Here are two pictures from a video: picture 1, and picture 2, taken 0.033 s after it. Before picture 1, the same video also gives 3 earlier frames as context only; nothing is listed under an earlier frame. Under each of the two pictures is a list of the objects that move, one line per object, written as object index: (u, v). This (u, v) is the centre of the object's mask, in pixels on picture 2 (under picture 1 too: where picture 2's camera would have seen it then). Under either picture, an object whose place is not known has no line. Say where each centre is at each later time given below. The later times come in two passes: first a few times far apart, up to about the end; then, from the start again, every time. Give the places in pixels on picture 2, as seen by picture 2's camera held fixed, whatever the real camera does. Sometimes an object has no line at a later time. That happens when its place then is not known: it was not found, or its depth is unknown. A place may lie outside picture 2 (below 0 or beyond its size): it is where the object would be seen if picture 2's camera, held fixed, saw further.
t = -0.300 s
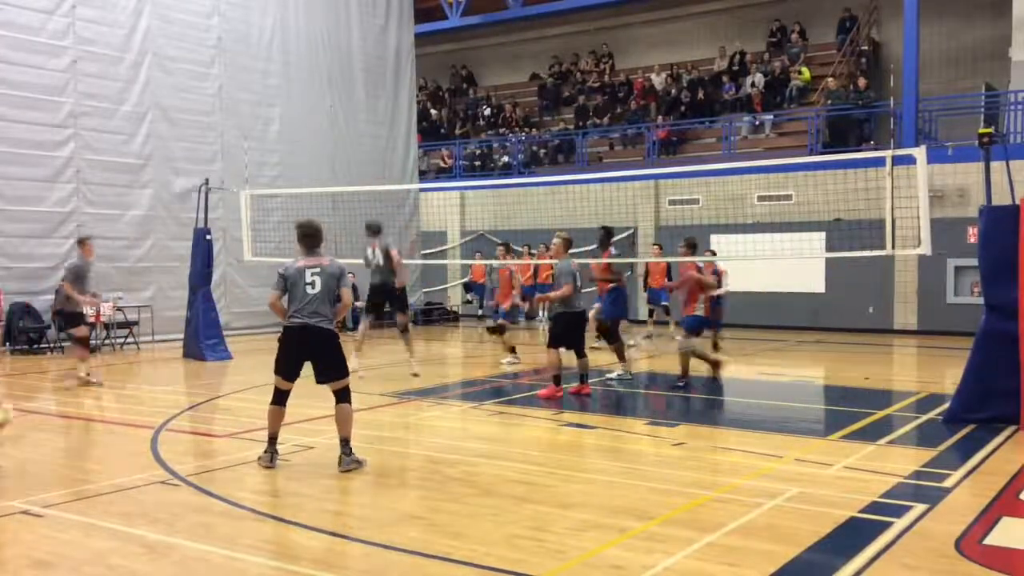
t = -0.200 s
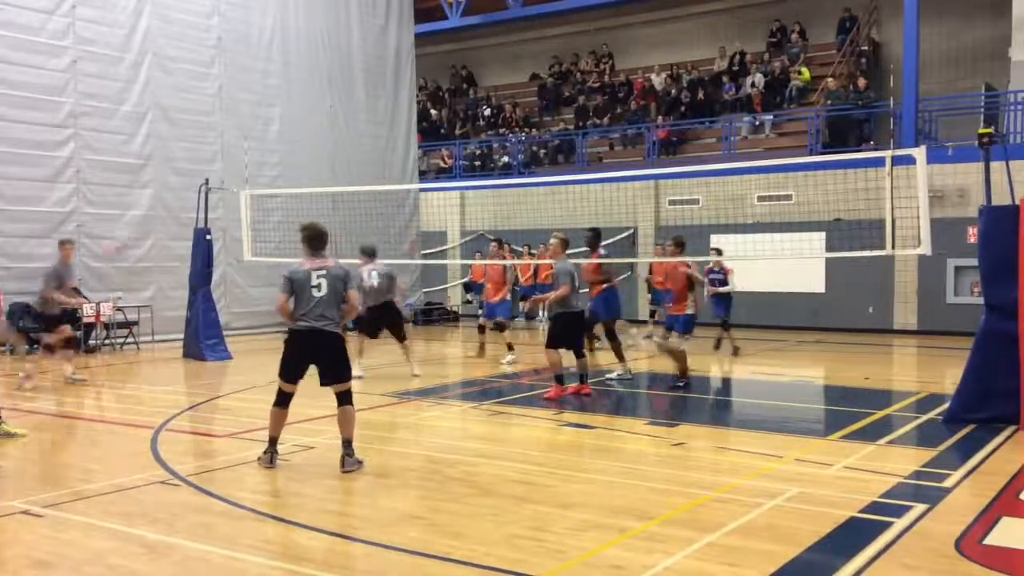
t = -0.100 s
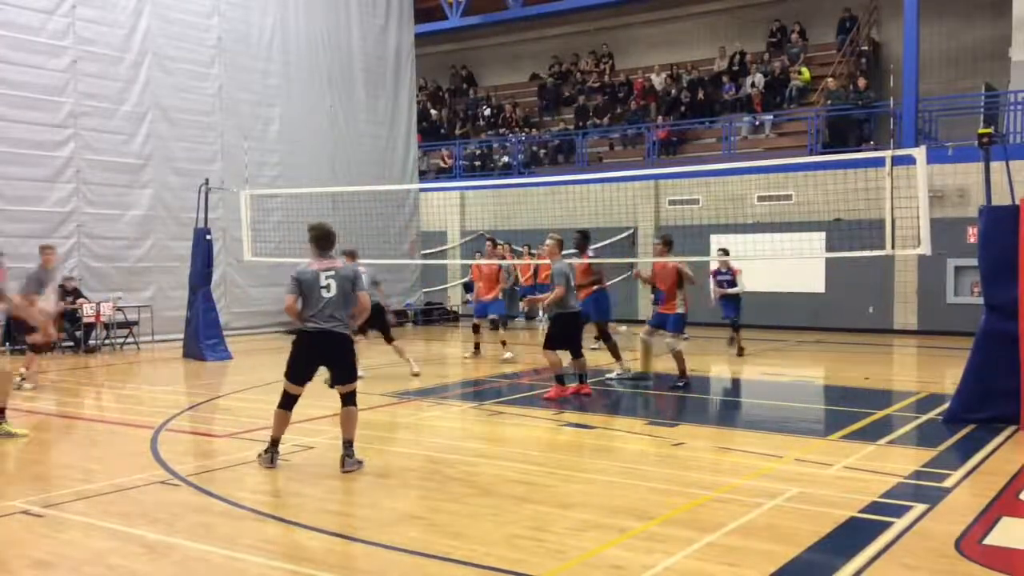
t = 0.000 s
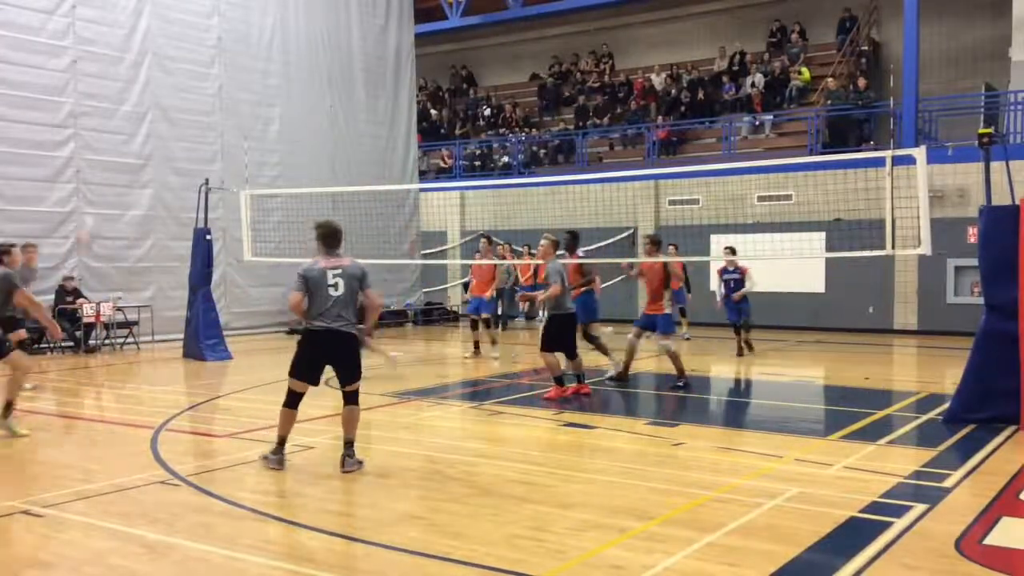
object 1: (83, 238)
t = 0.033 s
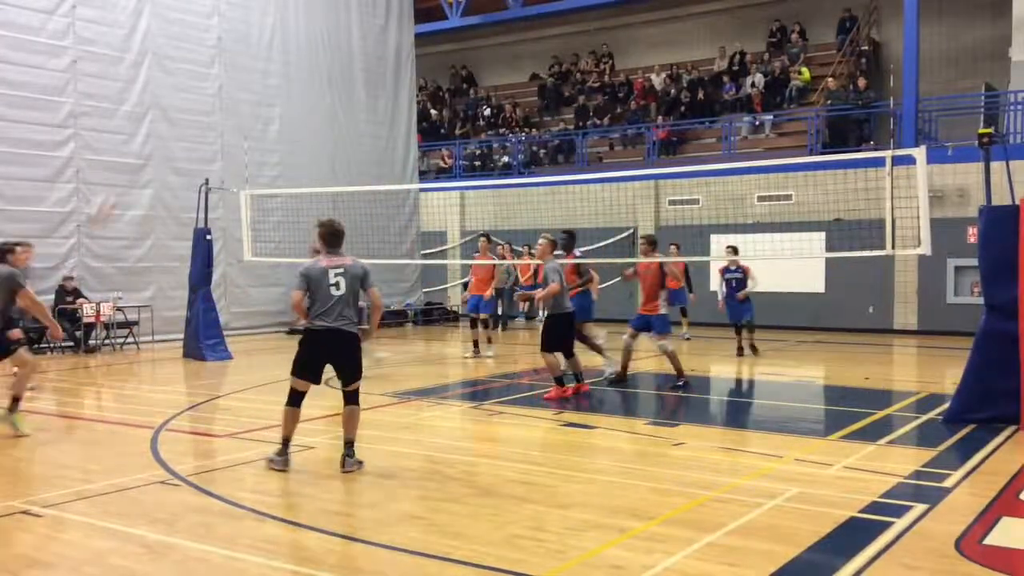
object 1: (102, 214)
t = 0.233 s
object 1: (178, 108)
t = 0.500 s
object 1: (281, 33)
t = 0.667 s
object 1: (337, 29)
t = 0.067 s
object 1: (119, 189)
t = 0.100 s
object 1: (128, 170)
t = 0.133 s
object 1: (139, 157)
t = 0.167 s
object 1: (153, 140)
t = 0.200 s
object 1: (167, 121)
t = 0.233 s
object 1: (178, 108)
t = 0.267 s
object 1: (192, 88)
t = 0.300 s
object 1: (202, 79)
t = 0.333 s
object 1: (217, 68)
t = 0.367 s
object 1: (230, 59)
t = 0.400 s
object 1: (241, 52)
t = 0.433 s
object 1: (254, 48)
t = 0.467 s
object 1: (267, 38)
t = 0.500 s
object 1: (281, 33)
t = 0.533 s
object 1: (290, 32)
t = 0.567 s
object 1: (303, 29)
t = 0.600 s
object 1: (313, 27)
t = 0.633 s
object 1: (328, 26)
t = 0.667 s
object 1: (337, 29)
